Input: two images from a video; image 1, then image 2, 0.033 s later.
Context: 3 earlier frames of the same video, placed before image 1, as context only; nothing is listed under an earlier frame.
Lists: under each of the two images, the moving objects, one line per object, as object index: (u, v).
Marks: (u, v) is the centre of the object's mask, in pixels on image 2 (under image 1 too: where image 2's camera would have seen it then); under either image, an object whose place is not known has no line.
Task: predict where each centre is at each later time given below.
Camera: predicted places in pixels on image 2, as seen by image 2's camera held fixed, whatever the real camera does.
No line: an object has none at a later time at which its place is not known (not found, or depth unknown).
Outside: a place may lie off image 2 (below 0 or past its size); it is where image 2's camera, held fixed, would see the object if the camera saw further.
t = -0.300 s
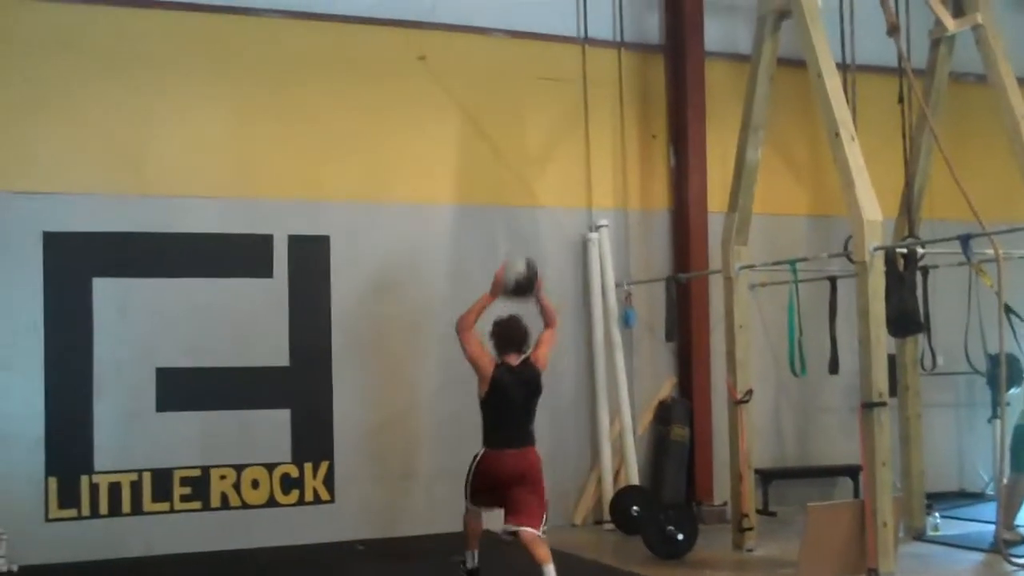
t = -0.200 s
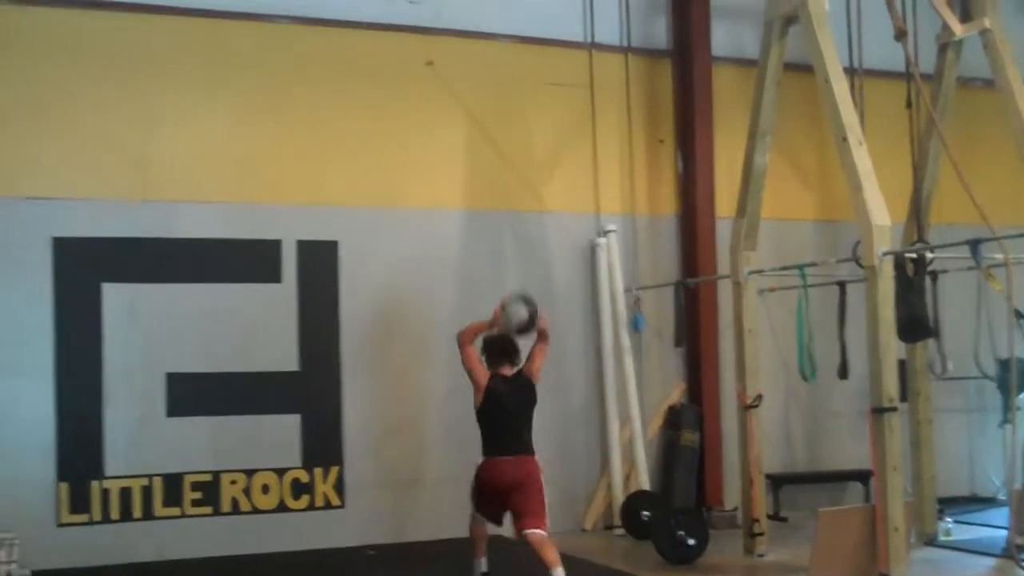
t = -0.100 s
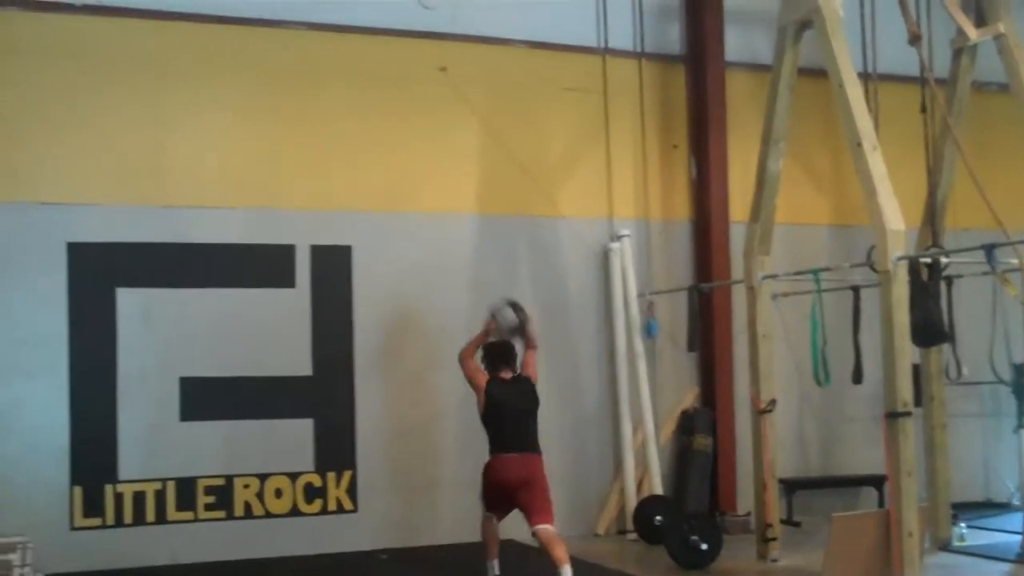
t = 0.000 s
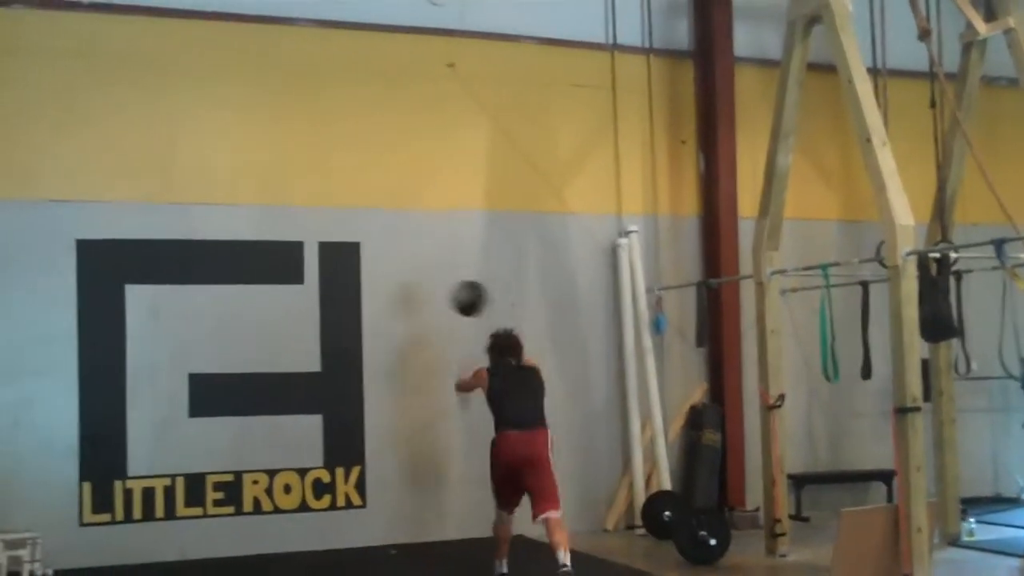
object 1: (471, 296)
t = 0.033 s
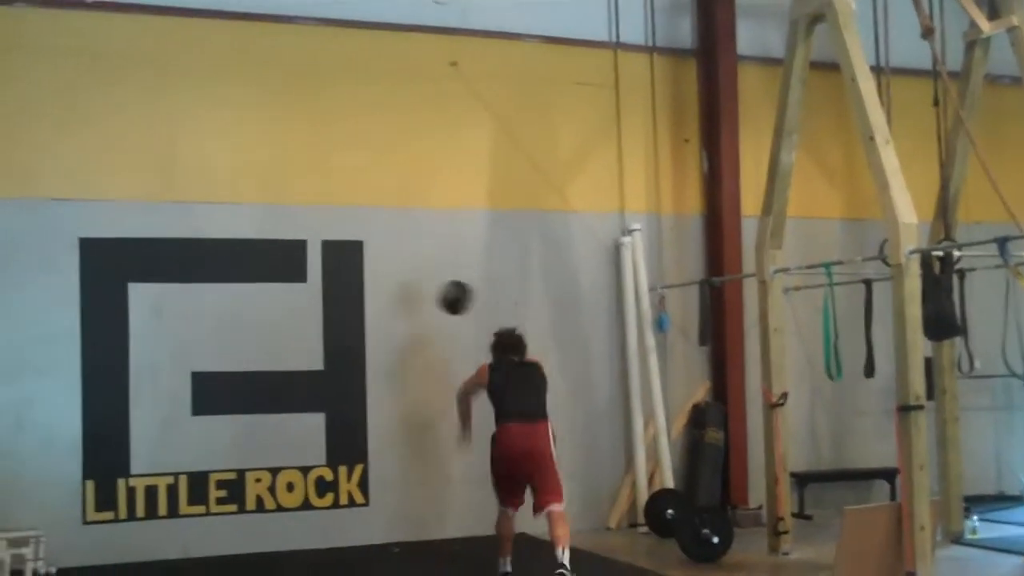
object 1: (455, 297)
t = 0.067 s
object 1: (440, 300)
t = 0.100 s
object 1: (426, 303)
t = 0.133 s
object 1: (412, 308)
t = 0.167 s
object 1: (400, 313)
